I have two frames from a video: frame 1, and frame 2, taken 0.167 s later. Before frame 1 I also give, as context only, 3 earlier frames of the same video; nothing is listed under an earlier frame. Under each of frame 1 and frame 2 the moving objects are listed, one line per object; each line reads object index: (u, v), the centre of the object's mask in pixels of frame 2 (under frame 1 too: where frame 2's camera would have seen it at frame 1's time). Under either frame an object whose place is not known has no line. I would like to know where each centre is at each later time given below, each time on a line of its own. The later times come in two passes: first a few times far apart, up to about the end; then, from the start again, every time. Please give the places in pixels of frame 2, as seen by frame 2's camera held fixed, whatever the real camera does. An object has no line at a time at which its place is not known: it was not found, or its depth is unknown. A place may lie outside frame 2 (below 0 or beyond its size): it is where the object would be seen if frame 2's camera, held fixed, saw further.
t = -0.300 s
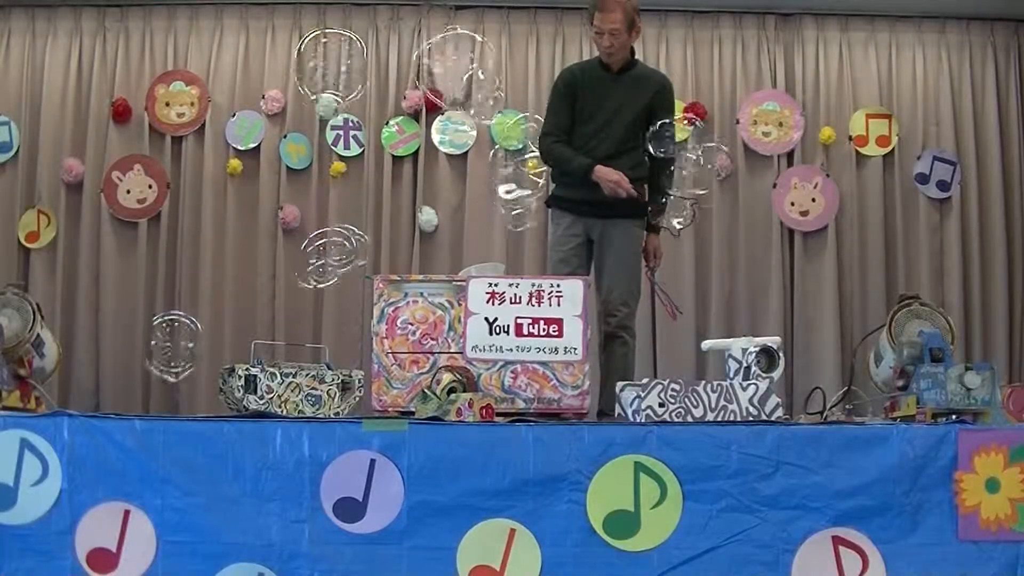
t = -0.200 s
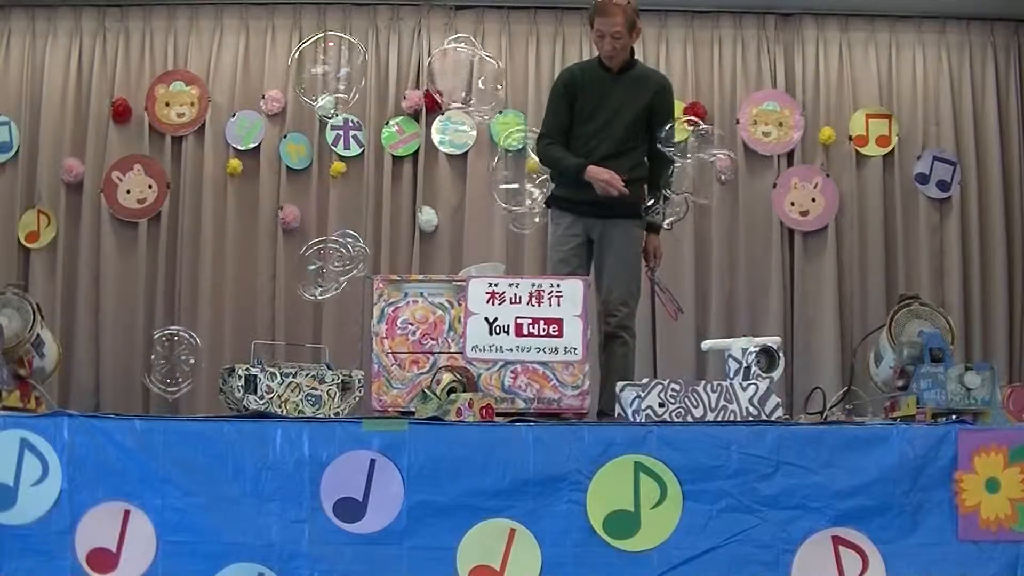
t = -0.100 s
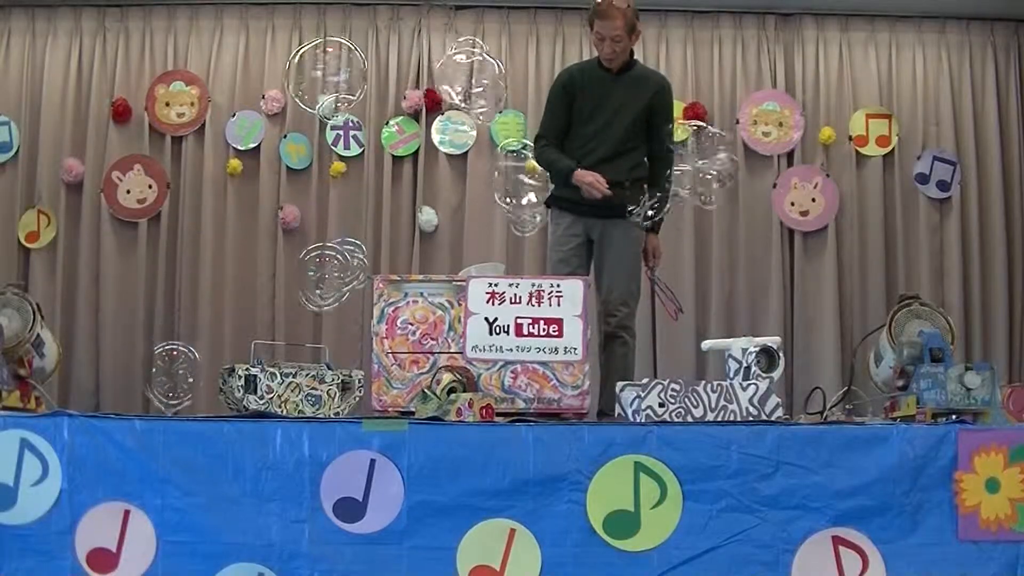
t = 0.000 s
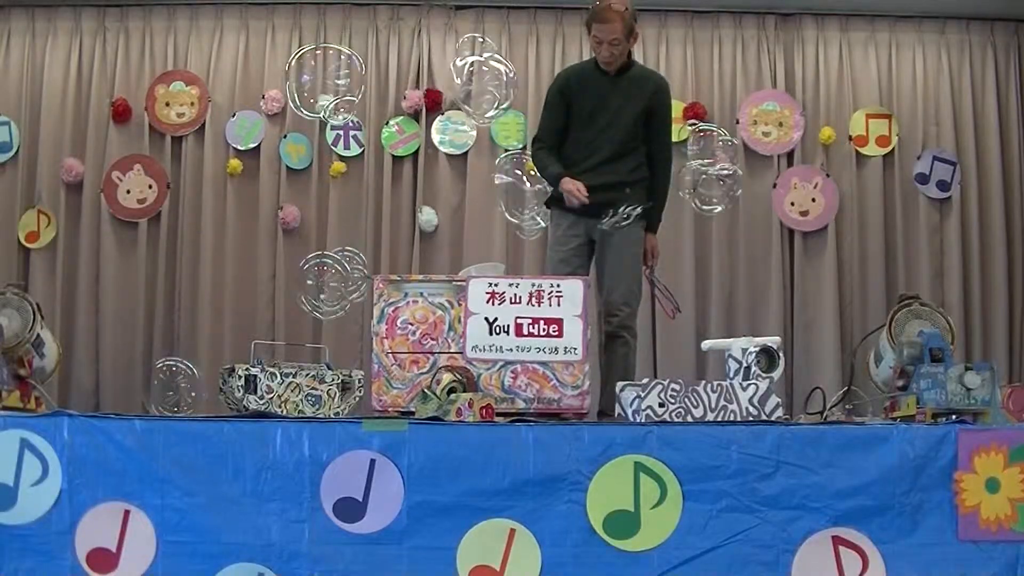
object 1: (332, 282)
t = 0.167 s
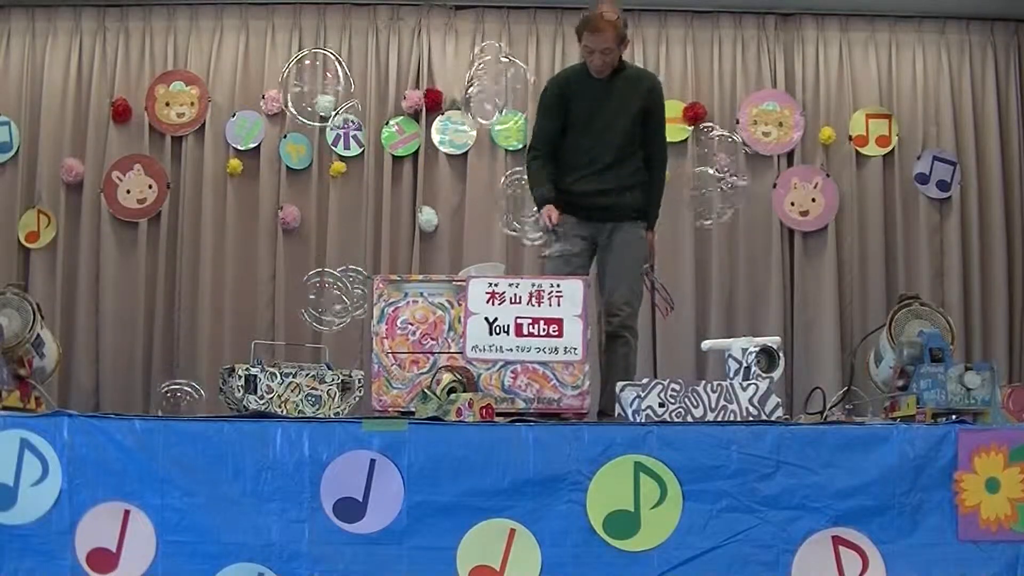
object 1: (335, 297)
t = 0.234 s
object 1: (336, 303)
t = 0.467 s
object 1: (340, 322)
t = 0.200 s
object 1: (335, 300)
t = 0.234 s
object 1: (336, 303)
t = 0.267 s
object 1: (338, 306)
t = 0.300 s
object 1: (338, 309)
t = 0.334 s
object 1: (339, 311)
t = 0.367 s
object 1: (338, 314)
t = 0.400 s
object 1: (339, 317)
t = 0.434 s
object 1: (340, 319)
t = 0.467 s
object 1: (340, 322)
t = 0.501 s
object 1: (339, 326)
